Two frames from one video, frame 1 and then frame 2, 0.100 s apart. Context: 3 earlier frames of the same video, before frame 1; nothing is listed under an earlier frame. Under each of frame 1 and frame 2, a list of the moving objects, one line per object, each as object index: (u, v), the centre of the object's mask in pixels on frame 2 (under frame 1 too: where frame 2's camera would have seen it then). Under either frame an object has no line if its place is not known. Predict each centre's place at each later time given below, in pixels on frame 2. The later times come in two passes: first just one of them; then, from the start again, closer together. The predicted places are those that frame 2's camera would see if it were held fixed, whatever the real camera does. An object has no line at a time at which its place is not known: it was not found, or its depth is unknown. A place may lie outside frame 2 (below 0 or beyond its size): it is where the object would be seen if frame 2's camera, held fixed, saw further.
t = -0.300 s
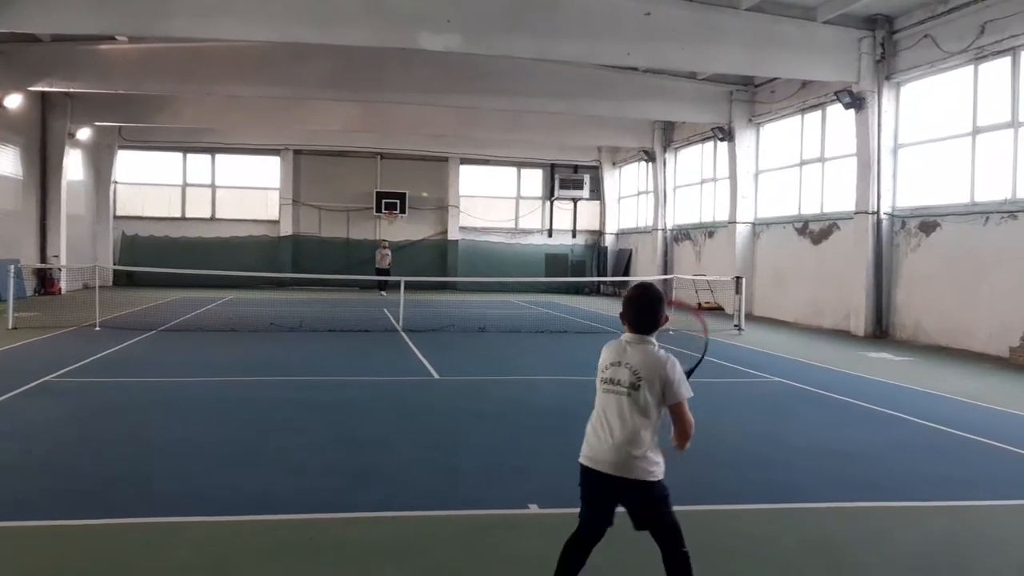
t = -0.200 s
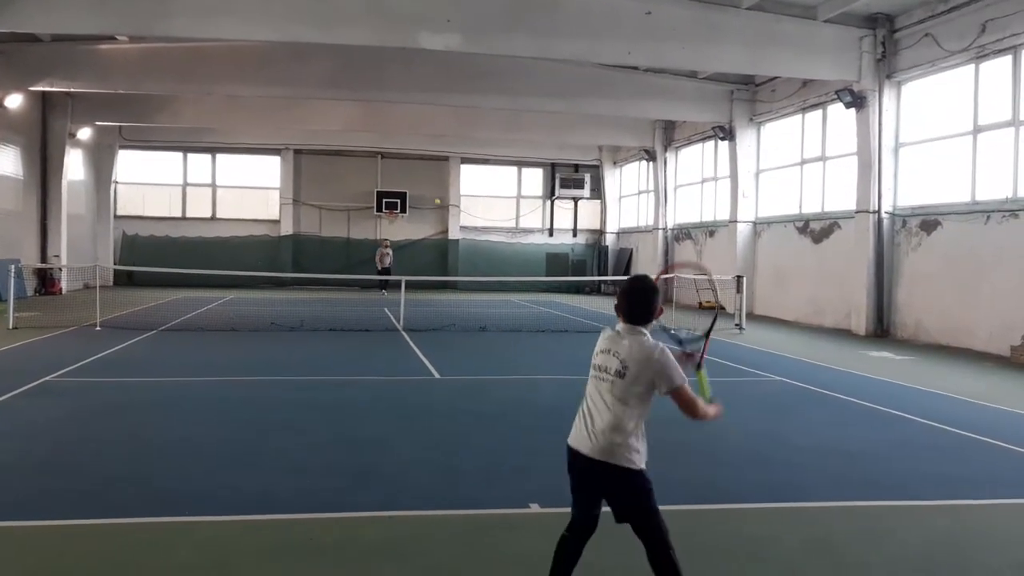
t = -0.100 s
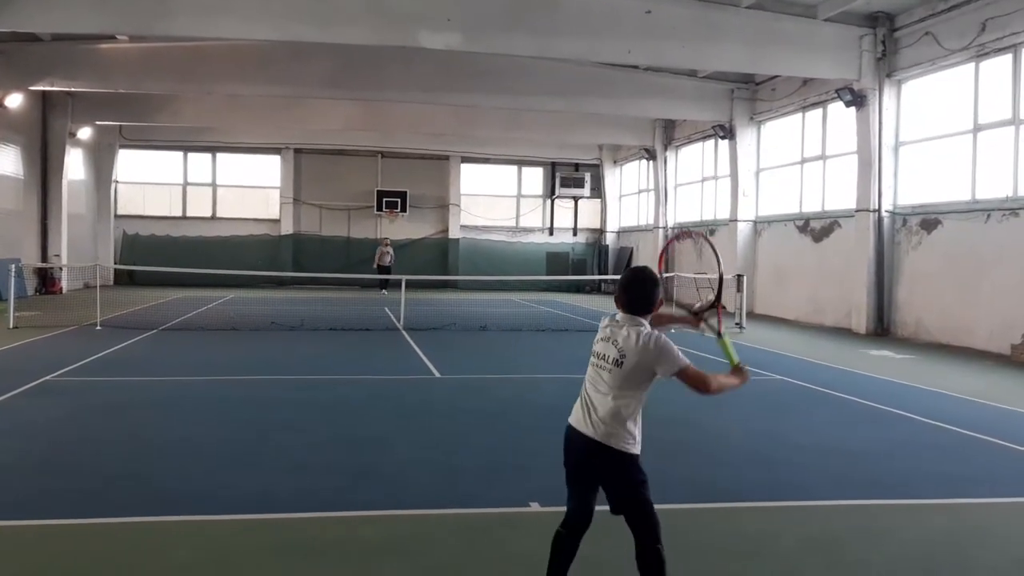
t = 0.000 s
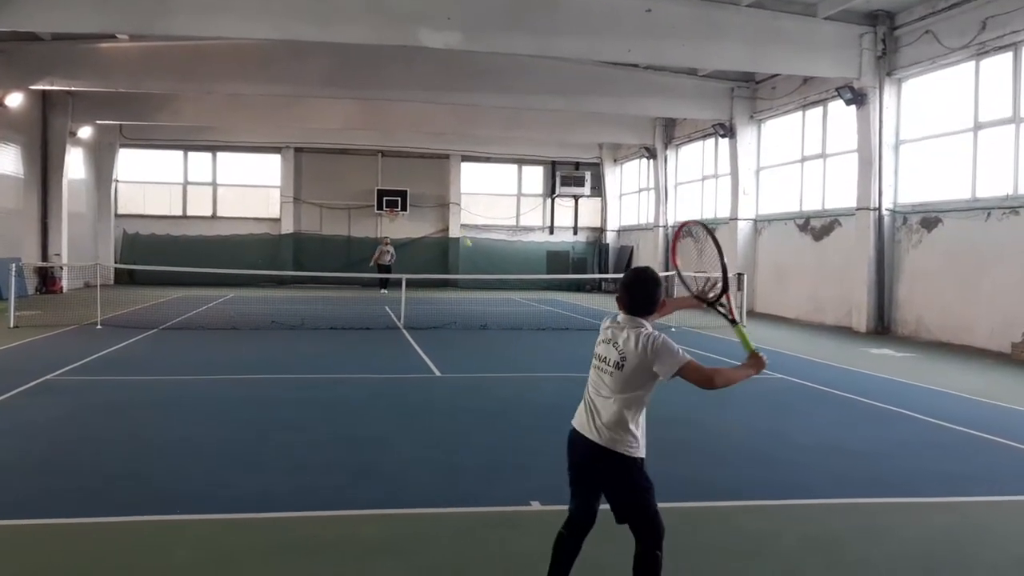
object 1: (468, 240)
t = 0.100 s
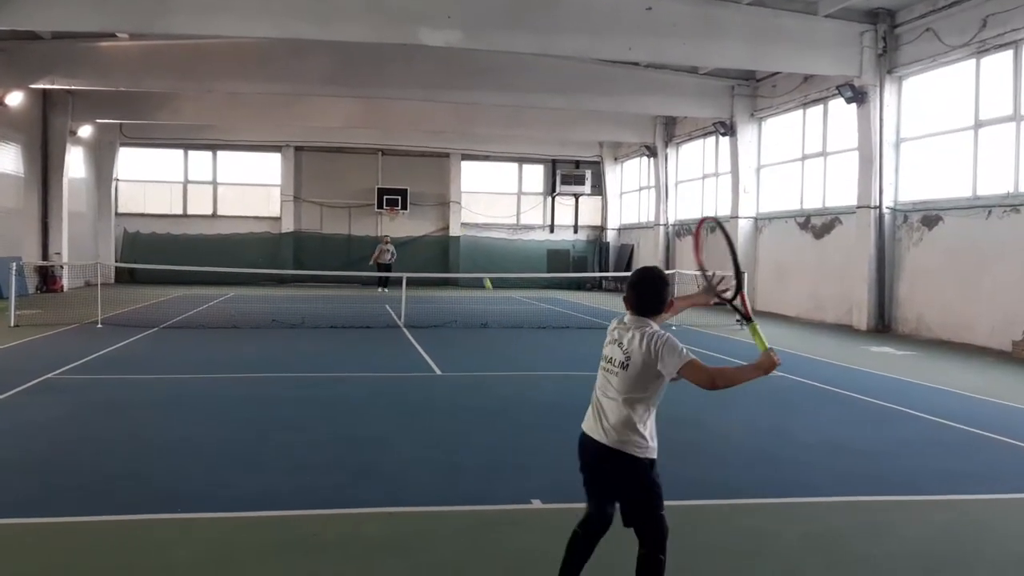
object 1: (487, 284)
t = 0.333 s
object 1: (546, 373)
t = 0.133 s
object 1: (495, 302)
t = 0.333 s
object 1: (546, 373)
